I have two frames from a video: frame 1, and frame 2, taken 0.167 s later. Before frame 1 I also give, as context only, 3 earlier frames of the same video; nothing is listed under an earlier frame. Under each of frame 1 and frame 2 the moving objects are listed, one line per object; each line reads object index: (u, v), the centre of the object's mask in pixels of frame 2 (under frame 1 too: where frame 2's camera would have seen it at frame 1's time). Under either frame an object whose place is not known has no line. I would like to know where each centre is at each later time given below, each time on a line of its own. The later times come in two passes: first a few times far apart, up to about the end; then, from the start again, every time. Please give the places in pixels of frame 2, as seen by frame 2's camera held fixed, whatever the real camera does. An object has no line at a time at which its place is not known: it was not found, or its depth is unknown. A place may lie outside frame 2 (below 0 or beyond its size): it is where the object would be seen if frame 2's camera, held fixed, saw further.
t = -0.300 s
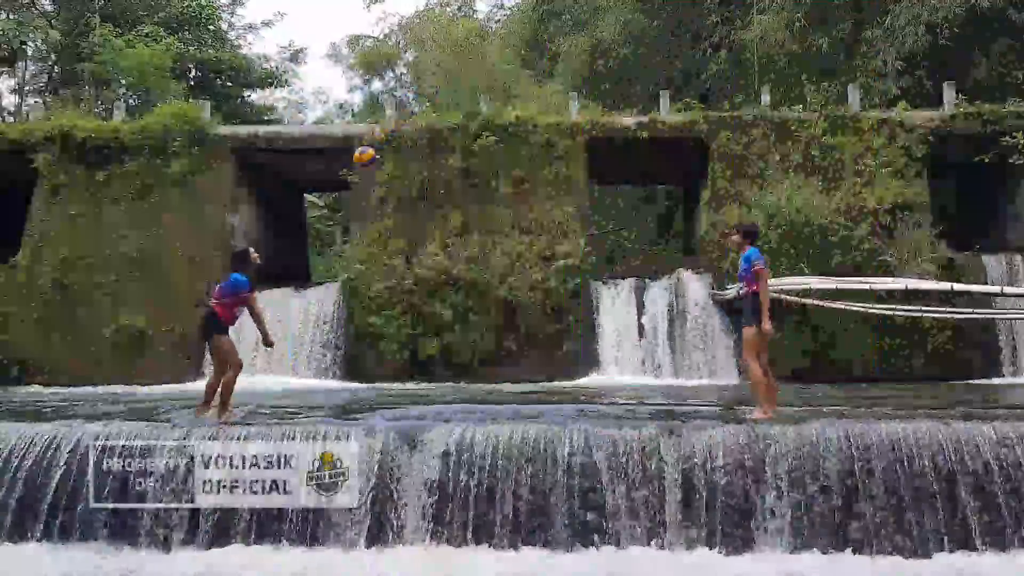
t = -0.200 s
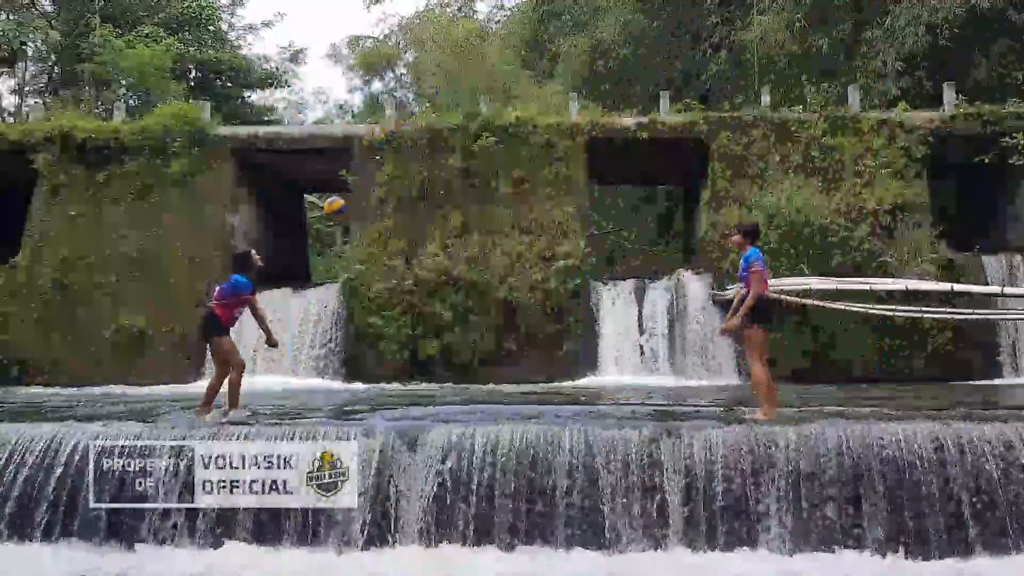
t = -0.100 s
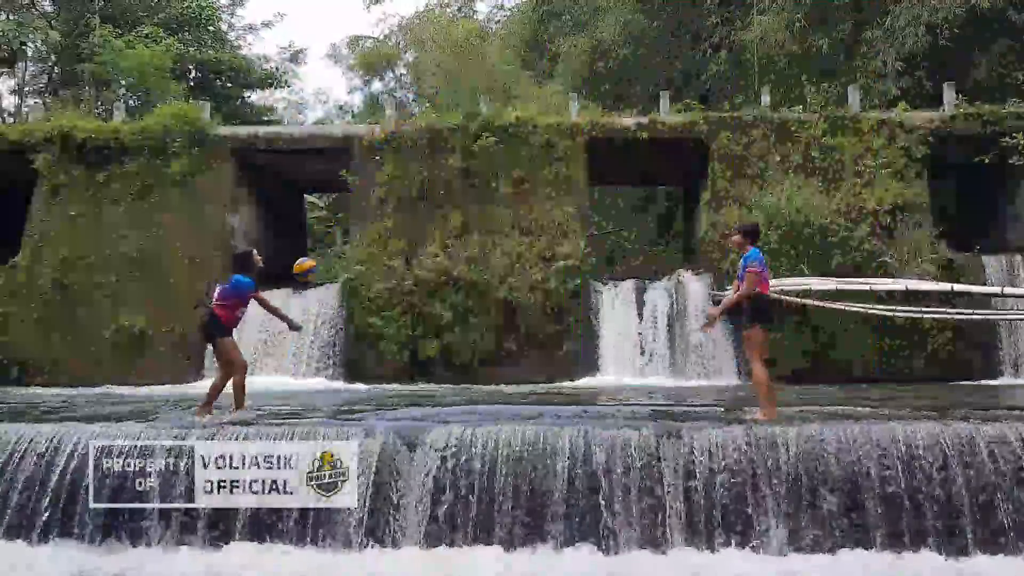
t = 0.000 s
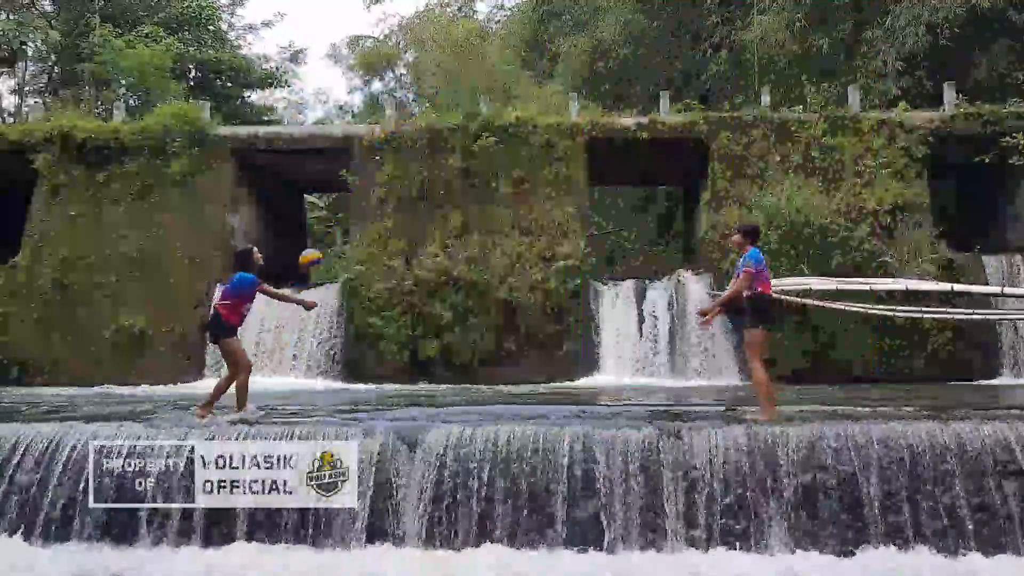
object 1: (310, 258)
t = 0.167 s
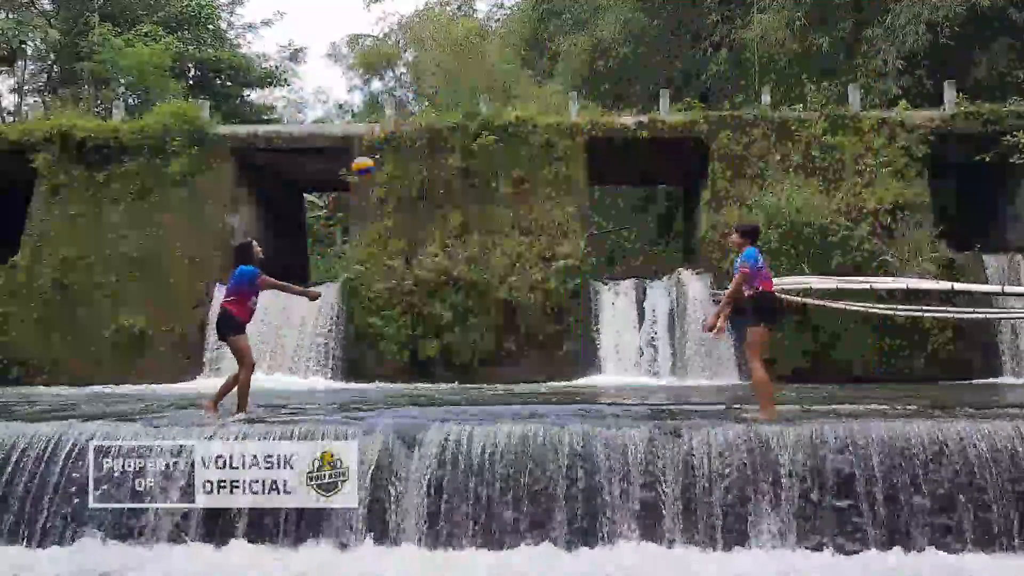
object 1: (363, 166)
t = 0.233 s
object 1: (382, 138)
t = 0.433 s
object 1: (444, 81)
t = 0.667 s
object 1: (515, 69)
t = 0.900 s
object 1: (587, 118)
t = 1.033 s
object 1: (628, 174)
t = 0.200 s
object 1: (373, 151)
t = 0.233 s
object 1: (382, 138)
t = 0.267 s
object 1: (394, 127)
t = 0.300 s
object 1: (405, 115)
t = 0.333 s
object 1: (414, 105)
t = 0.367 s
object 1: (424, 96)
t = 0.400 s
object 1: (434, 87)
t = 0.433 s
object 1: (444, 81)
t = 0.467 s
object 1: (454, 76)
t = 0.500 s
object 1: (464, 72)
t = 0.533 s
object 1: (475, 68)
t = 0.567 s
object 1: (485, 66)
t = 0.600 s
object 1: (495, 66)
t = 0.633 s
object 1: (505, 67)
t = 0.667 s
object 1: (515, 69)
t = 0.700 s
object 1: (525, 72)
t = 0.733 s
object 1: (535, 77)
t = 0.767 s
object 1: (546, 82)
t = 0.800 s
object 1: (556, 90)
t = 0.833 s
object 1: (566, 98)
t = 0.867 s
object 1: (577, 107)
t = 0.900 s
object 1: (587, 118)
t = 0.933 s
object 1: (597, 129)
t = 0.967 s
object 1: (607, 142)
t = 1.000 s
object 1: (618, 159)
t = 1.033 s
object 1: (628, 174)
